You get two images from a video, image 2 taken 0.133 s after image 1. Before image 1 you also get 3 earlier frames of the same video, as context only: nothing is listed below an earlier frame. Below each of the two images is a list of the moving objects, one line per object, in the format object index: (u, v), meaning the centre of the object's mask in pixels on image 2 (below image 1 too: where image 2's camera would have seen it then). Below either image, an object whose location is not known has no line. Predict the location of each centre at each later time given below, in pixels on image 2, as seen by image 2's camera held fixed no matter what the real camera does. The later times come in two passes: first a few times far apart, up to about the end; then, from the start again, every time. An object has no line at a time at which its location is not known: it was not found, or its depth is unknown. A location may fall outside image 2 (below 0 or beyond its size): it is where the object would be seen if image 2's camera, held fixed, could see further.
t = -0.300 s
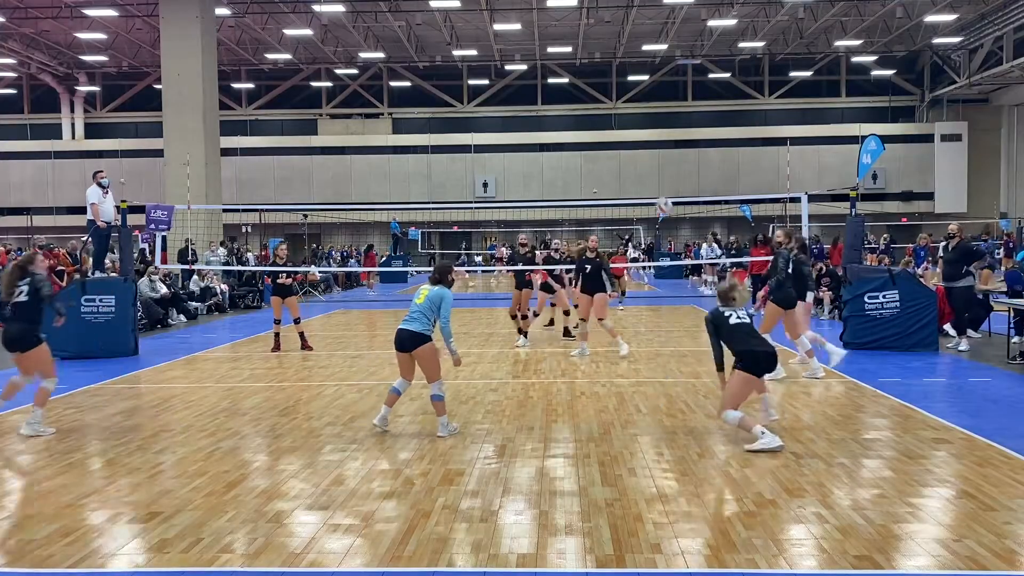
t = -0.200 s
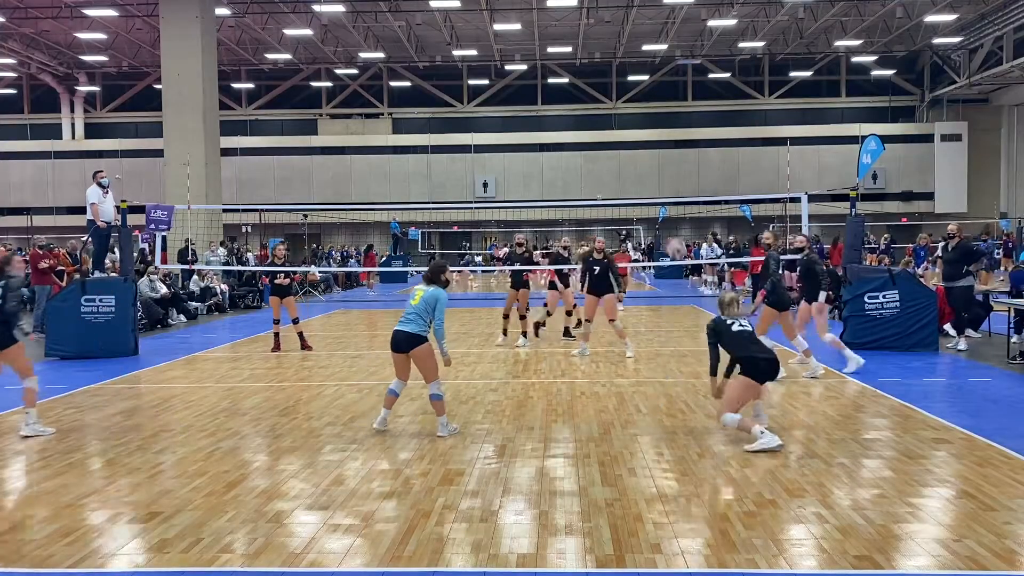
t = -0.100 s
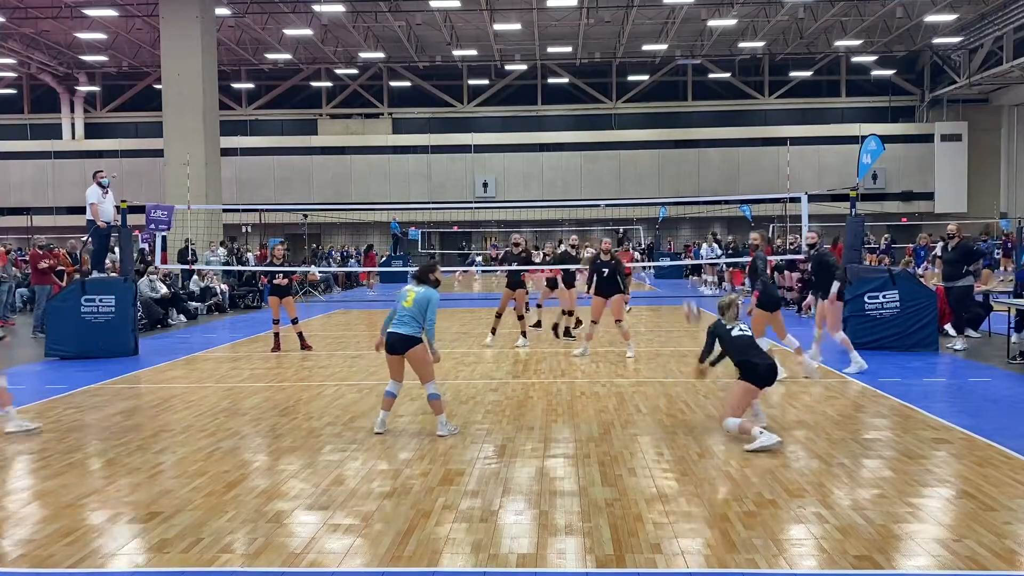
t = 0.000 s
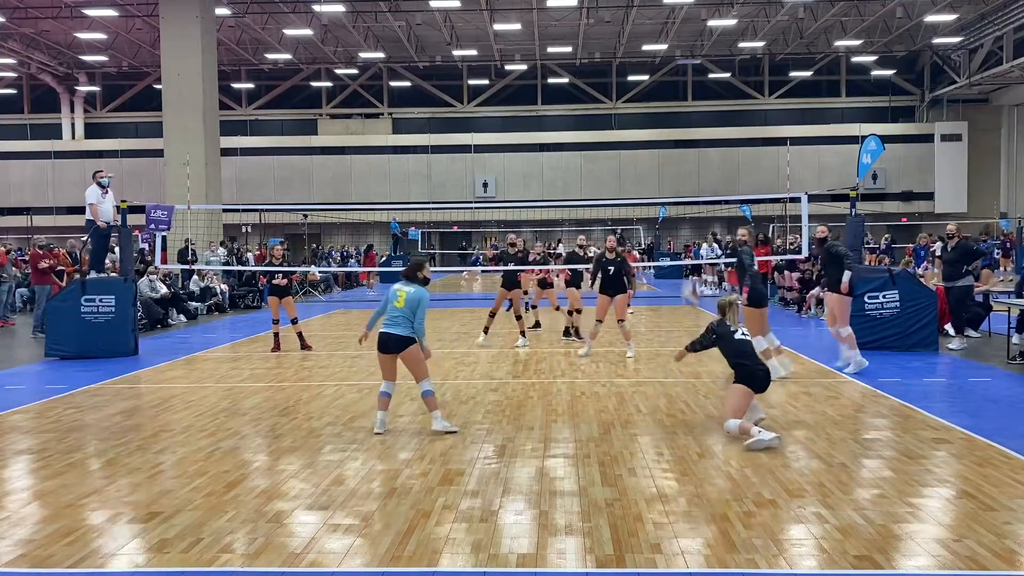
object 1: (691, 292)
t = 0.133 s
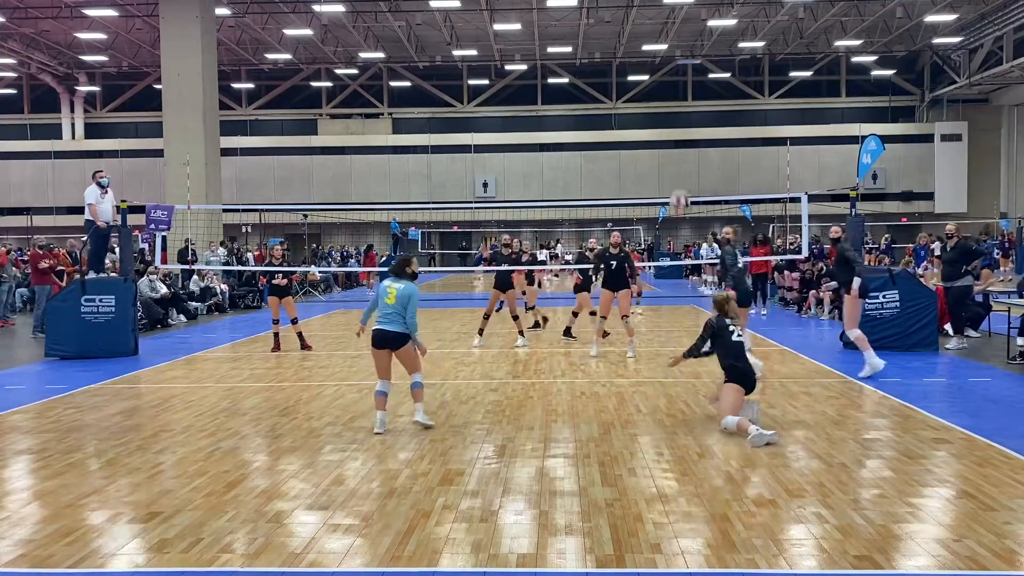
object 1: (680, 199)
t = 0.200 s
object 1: (674, 167)
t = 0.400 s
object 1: (662, 94)
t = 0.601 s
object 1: (653, 66)
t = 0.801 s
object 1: (645, 70)
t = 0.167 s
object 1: (677, 182)
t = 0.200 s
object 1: (674, 167)
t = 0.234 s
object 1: (671, 151)
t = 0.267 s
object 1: (670, 138)
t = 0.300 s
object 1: (668, 124)
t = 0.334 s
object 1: (665, 113)
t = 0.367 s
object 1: (664, 104)
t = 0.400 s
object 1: (662, 94)
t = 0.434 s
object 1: (661, 88)
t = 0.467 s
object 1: (659, 81)
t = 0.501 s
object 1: (657, 76)
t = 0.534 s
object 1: (656, 71)
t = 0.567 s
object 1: (655, 68)
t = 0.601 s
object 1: (653, 66)
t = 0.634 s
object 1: (651, 64)
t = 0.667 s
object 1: (651, 64)
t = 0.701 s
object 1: (649, 64)
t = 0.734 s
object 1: (648, 65)
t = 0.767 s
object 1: (647, 67)
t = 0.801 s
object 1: (645, 70)
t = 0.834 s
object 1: (644, 73)
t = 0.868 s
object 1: (643, 78)
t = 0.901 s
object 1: (642, 84)
